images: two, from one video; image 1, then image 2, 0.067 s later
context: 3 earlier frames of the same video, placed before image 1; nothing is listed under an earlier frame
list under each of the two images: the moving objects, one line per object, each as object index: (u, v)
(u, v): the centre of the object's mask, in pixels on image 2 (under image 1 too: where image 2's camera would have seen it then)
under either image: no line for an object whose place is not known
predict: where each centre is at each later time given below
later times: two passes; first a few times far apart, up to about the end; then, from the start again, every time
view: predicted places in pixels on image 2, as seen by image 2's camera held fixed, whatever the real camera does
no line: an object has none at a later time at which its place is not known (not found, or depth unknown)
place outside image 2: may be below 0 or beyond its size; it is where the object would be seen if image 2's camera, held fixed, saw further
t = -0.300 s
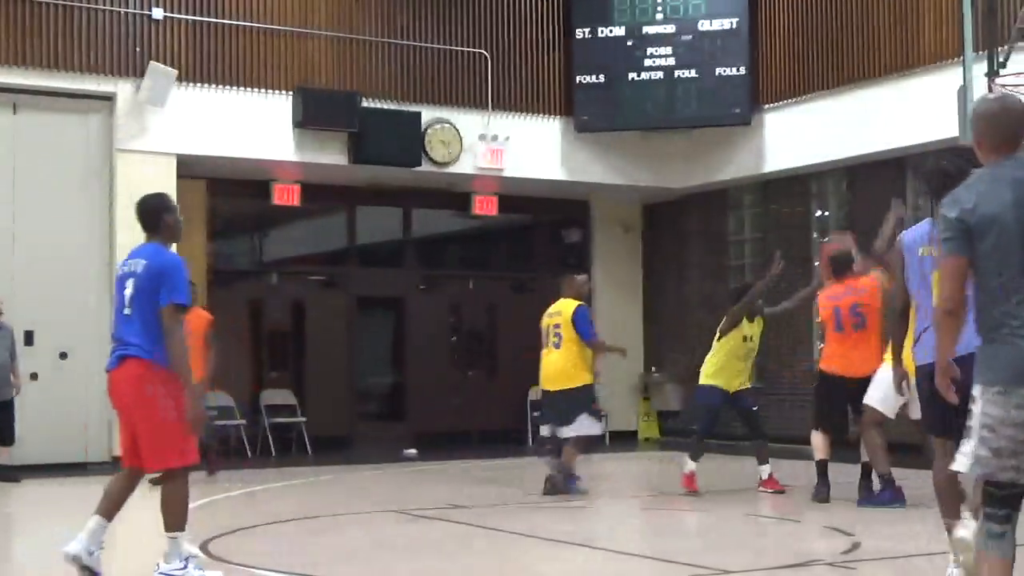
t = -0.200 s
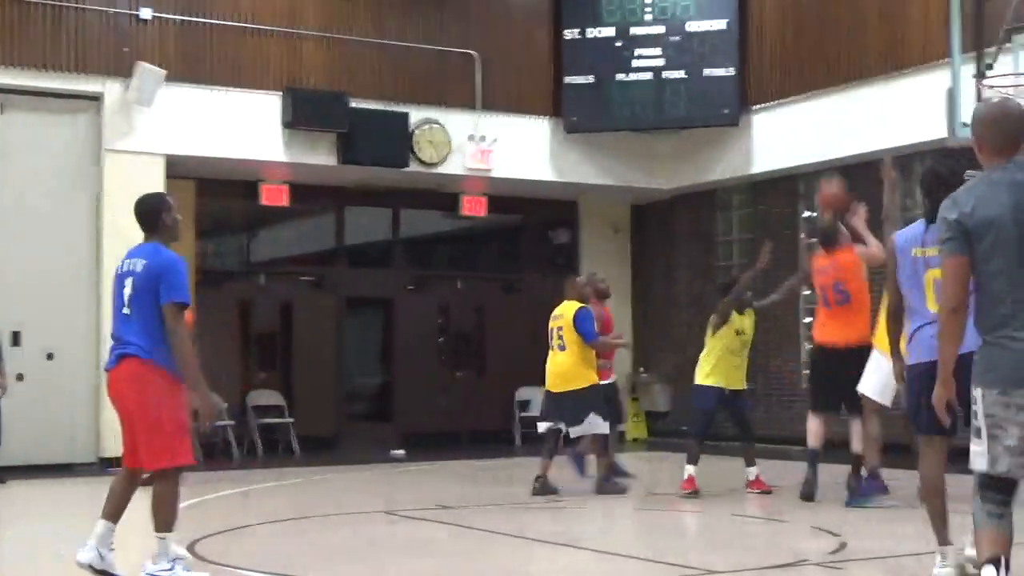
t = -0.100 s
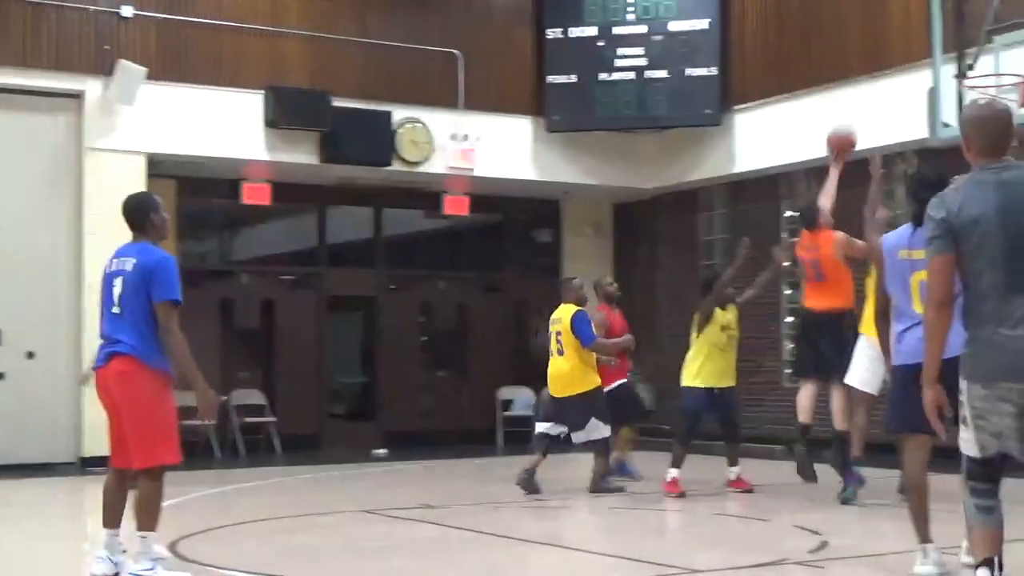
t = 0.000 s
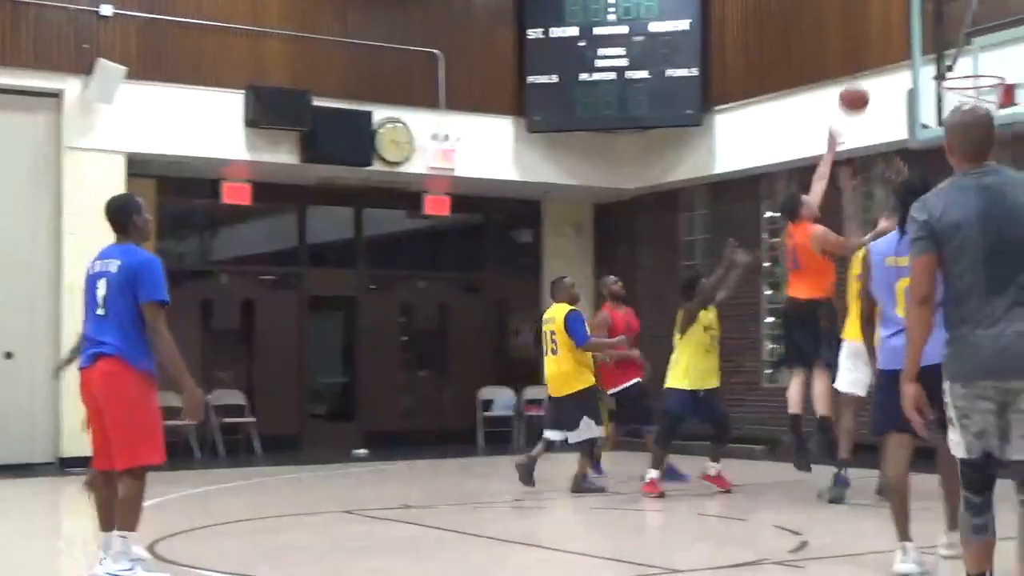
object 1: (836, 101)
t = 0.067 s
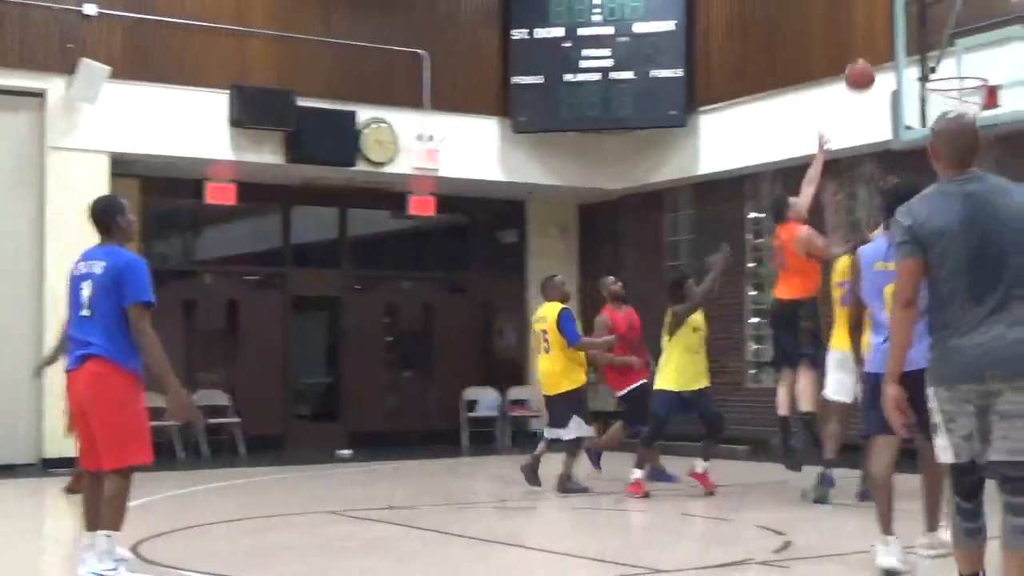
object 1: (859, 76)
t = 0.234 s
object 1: (917, 44)
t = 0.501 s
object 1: (936, 44)
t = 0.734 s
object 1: (944, 51)
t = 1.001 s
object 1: (967, 62)
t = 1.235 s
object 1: (965, 92)
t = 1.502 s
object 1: (946, 145)
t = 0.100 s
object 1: (870, 66)
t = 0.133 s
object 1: (881, 59)
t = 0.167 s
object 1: (893, 52)
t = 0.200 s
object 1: (904, 49)
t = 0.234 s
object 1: (917, 44)
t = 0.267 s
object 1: (927, 42)
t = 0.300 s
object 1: (937, 40)
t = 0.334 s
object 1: (938, 38)
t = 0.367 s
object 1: (938, 36)
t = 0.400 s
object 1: (937, 37)
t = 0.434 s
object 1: (937, 38)
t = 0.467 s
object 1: (936, 41)
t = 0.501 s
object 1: (936, 44)
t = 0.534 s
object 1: (935, 51)
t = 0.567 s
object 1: (934, 59)
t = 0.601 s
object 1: (933, 65)
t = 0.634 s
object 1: (935, 61)
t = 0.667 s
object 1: (938, 56)
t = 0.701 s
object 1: (940, 53)
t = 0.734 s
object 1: (944, 51)
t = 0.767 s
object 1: (946, 50)
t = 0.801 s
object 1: (950, 50)
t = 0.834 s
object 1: (953, 52)
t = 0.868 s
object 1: (957, 56)
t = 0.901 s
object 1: (960, 60)
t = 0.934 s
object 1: (963, 62)
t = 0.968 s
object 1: (965, 61)
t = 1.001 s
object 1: (967, 62)
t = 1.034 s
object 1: (969, 63)
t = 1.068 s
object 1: (972, 68)
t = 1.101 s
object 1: (974, 73)
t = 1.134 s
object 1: (976, 78)
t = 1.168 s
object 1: (973, 82)
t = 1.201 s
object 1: (968, 86)
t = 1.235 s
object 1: (965, 92)
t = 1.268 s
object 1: (962, 99)
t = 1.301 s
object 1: (959, 107)
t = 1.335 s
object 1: (955, 114)
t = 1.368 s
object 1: (953, 119)
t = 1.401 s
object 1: (951, 126)
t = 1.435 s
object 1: (950, 138)
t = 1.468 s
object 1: (946, 141)
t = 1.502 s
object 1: (946, 145)
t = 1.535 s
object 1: (945, 150)
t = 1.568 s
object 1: (945, 157)
